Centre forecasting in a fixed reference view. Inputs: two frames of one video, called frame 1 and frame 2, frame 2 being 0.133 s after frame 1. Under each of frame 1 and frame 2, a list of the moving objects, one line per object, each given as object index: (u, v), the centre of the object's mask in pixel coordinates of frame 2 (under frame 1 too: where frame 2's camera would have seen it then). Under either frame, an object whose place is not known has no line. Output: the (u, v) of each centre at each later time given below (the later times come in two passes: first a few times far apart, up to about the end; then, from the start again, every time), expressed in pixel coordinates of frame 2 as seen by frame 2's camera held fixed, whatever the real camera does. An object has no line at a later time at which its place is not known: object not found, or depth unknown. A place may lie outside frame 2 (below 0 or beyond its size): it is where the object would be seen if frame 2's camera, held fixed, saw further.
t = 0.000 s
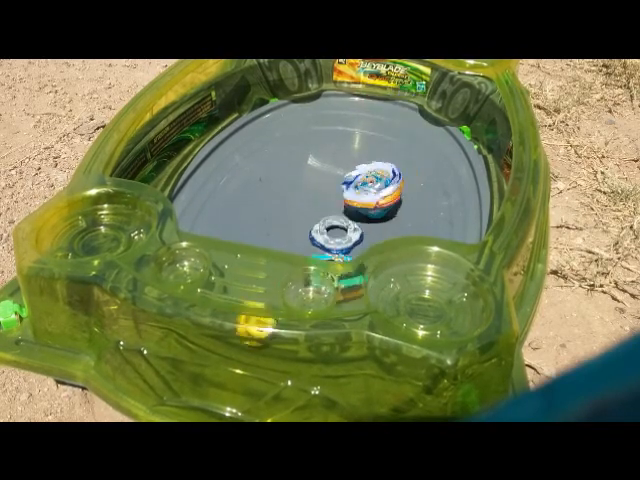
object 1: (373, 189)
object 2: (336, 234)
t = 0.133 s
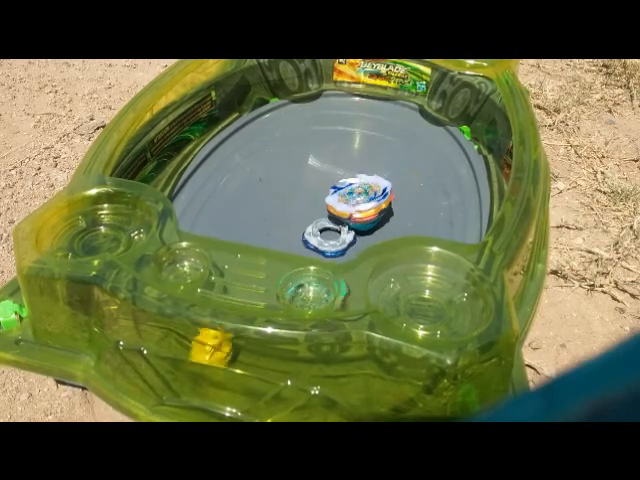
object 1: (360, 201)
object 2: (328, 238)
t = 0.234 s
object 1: (357, 205)
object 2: (320, 240)
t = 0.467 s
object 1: (358, 207)
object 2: (313, 240)
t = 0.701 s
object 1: (349, 205)
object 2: (315, 239)
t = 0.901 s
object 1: (344, 203)
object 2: (312, 240)
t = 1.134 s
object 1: (346, 198)
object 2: (313, 240)
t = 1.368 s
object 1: (343, 199)
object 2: (313, 240)
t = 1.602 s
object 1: (338, 201)
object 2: (312, 241)
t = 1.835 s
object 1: (362, 191)
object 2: (298, 241)
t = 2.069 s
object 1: (369, 191)
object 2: (302, 240)
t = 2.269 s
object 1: (360, 196)
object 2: (301, 240)
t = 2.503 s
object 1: (332, 204)
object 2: (301, 240)
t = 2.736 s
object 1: (318, 202)
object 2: (299, 240)
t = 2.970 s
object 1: (317, 201)
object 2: (299, 237)
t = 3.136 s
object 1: (329, 203)
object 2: (299, 238)
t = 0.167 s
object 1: (359, 203)
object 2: (325, 239)
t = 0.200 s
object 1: (358, 205)
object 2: (322, 240)
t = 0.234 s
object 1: (357, 205)
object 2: (320, 240)
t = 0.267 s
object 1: (355, 206)
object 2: (318, 241)
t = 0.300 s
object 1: (358, 207)
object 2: (315, 240)
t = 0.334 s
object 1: (359, 206)
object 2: (313, 240)
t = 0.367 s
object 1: (358, 207)
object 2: (313, 240)
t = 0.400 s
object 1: (357, 206)
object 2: (313, 240)
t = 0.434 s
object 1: (356, 207)
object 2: (313, 240)
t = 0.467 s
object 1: (358, 207)
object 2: (313, 240)
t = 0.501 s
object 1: (355, 206)
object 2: (313, 240)
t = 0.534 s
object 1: (354, 206)
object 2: (313, 240)
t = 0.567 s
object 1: (353, 206)
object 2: (313, 240)
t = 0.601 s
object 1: (352, 206)
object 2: (312, 240)
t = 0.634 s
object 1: (351, 205)
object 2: (312, 240)
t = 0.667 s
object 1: (350, 204)
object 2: (314, 240)
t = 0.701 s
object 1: (349, 205)
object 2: (315, 239)
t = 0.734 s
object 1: (348, 204)
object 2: (315, 240)
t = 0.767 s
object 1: (347, 203)
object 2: (314, 240)
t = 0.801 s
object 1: (344, 204)
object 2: (313, 241)
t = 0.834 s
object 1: (344, 203)
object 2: (312, 240)
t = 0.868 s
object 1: (343, 203)
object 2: (312, 240)
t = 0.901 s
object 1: (344, 203)
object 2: (312, 240)
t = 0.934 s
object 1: (346, 202)
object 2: (311, 240)
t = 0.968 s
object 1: (346, 201)
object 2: (312, 240)
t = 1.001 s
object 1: (347, 200)
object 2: (313, 240)
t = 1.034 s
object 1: (347, 199)
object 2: (313, 240)
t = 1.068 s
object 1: (346, 198)
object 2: (313, 240)
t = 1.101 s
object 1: (348, 199)
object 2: (313, 240)
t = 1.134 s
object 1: (346, 198)
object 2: (313, 240)
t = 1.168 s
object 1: (347, 198)
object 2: (313, 240)
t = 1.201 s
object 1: (346, 198)
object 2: (313, 240)
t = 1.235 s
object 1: (344, 198)
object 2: (313, 240)
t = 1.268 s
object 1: (346, 199)
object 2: (313, 240)
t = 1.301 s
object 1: (344, 198)
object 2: (313, 240)
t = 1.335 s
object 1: (344, 198)
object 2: (313, 240)
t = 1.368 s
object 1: (343, 199)
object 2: (313, 240)
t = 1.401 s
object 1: (341, 199)
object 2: (313, 240)
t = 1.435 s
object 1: (342, 199)
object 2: (313, 240)
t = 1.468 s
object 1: (340, 200)
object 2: (313, 241)
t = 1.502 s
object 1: (339, 200)
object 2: (313, 240)
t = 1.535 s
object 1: (338, 201)
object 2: (312, 241)
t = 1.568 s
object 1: (336, 201)
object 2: (312, 241)
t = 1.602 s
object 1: (338, 201)
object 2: (312, 241)
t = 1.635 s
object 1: (338, 200)
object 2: (309, 241)
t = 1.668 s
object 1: (346, 199)
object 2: (302, 240)
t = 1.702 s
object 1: (351, 198)
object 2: (298, 240)
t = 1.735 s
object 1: (352, 195)
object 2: (298, 241)
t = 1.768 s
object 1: (355, 193)
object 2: (298, 241)
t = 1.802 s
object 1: (359, 193)
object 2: (298, 241)
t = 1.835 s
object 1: (362, 191)
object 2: (298, 241)
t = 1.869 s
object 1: (362, 190)
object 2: (298, 241)
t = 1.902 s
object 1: (364, 190)
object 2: (298, 241)
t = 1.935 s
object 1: (367, 189)
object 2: (299, 241)
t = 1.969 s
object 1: (366, 190)
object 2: (300, 240)
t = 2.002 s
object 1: (367, 190)
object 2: (301, 240)
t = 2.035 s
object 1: (369, 189)
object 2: (301, 240)
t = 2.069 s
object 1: (369, 191)
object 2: (302, 240)
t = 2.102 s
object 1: (367, 191)
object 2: (301, 240)
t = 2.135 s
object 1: (367, 192)
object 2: (301, 240)
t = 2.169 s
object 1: (366, 192)
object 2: (301, 240)
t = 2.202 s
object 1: (364, 194)
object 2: (301, 239)
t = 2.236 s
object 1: (362, 195)
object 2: (301, 239)
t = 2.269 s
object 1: (360, 196)
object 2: (301, 240)
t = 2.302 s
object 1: (357, 197)
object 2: (301, 240)
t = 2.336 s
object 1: (352, 199)
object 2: (301, 240)
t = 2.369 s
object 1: (349, 201)
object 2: (301, 240)
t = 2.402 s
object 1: (346, 201)
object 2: (301, 240)
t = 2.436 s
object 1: (342, 203)
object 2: (301, 239)
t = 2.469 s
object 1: (338, 204)
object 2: (301, 240)
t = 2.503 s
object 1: (332, 204)
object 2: (301, 240)
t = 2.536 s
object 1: (327, 205)
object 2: (301, 240)
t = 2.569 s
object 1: (326, 206)
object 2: (300, 240)
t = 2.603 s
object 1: (325, 205)
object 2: (302, 237)
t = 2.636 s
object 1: (323, 204)
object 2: (299, 240)
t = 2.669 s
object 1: (322, 203)
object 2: (299, 240)
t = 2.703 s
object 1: (319, 202)
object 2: (298, 240)
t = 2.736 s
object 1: (318, 202)
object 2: (299, 240)
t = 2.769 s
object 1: (317, 201)
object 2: (299, 240)
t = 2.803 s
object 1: (315, 201)
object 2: (299, 237)
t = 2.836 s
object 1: (315, 200)
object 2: (299, 240)
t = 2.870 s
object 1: (315, 201)
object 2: (299, 240)
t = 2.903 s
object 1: (316, 202)
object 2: (299, 241)
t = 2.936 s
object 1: (315, 201)
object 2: (299, 241)
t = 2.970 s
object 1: (317, 201)
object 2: (299, 237)
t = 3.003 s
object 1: (320, 202)
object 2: (298, 240)
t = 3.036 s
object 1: (320, 202)
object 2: (299, 238)
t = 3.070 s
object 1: (322, 202)
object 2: (299, 238)
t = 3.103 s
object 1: (325, 202)
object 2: (299, 238)
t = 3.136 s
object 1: (329, 203)
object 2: (299, 238)
